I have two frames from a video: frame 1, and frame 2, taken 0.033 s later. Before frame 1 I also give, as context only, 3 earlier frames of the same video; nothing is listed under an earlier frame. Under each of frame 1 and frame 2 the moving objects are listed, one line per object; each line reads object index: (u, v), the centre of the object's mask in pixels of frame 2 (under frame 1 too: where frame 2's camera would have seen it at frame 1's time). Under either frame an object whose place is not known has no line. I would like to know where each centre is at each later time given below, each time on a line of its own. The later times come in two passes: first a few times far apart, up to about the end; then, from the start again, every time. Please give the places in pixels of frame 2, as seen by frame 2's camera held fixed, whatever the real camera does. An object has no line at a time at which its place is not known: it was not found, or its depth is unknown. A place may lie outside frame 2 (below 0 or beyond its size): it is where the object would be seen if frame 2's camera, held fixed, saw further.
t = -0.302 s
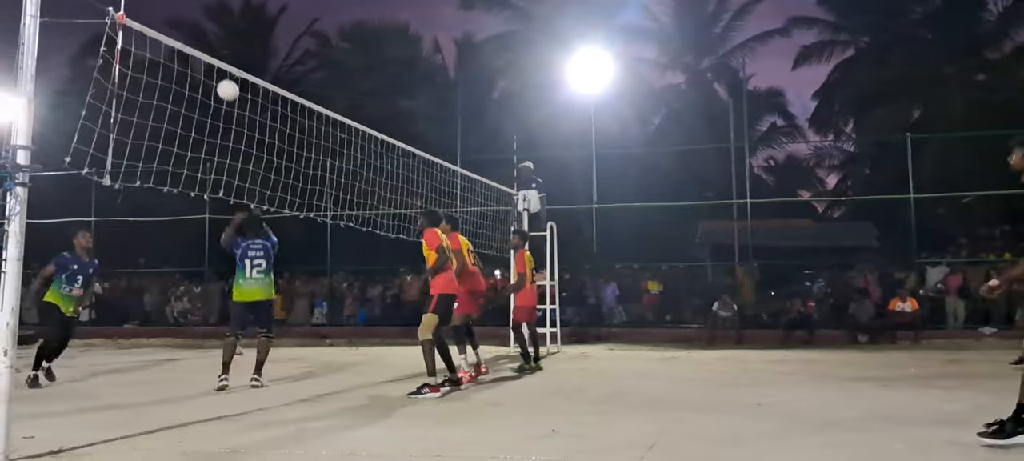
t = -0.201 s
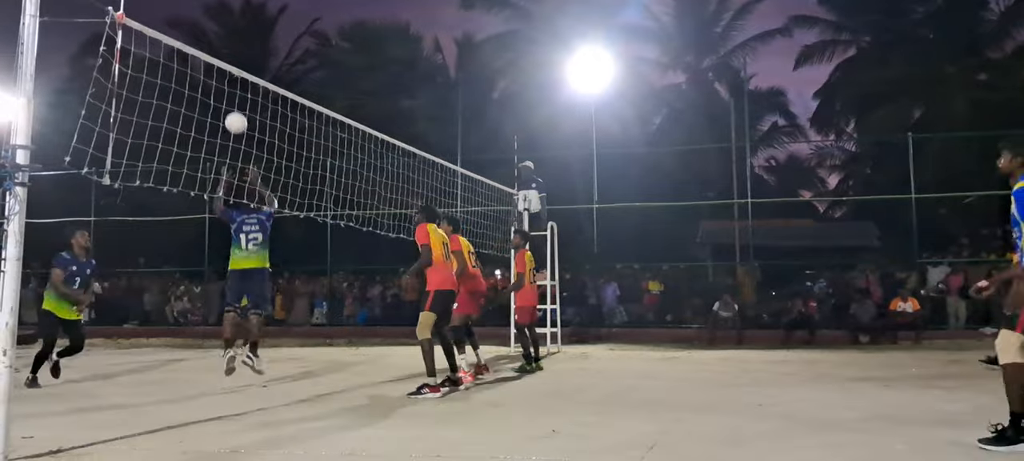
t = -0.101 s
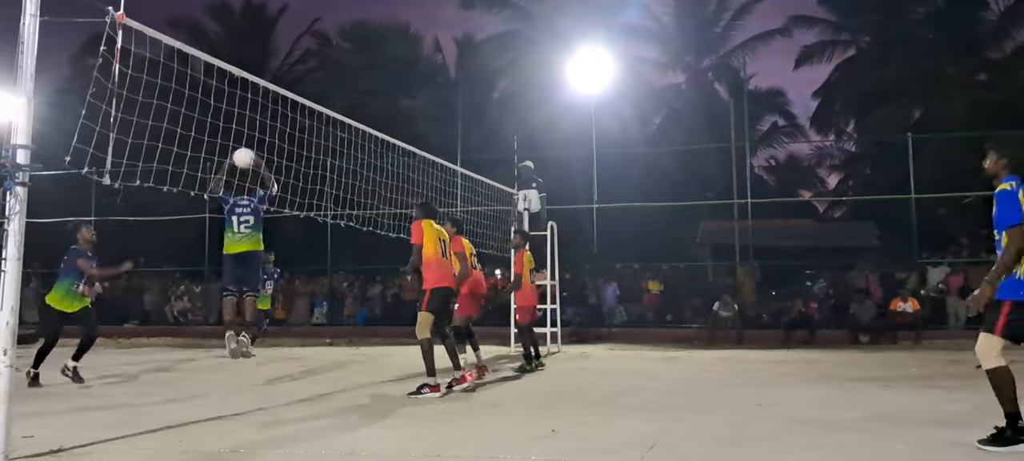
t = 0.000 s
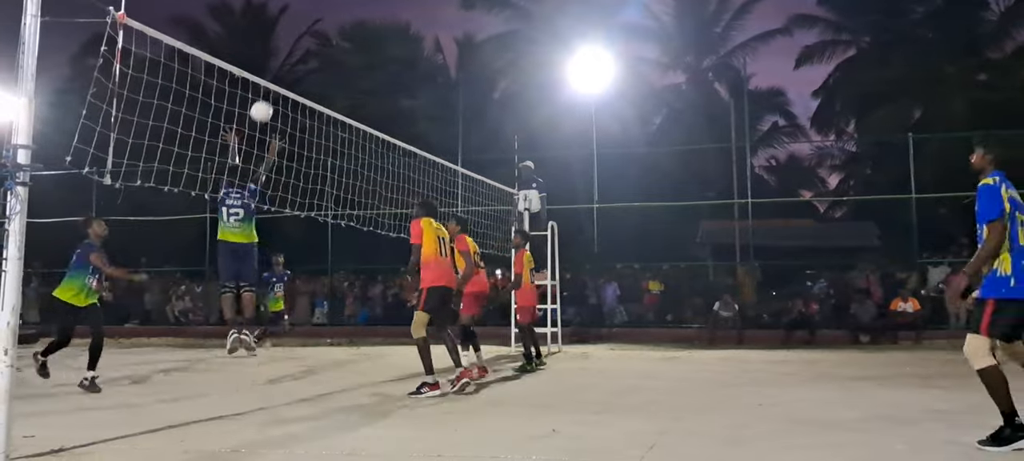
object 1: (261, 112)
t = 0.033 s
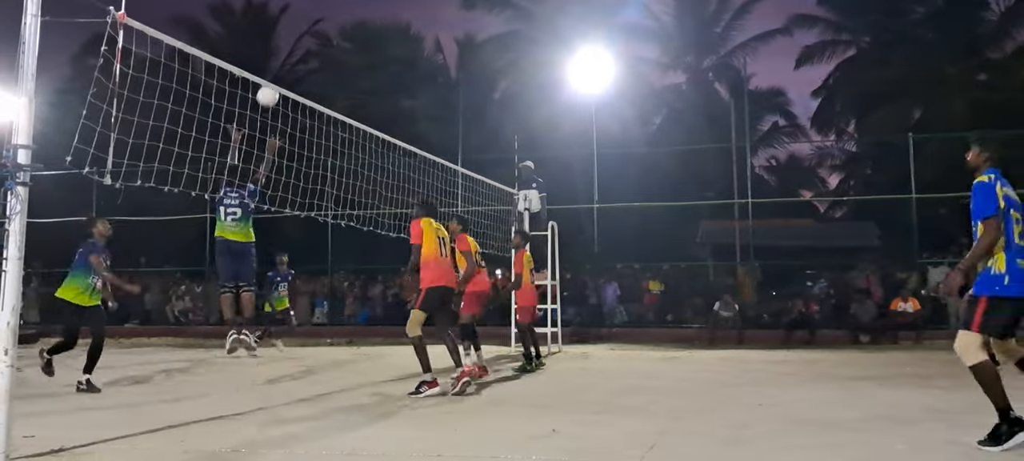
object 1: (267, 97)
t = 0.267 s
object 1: (306, 24)
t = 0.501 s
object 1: (337, 6)
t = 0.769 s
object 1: (367, 33)
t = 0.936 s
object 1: (383, 75)
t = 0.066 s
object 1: (274, 81)
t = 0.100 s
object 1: (279, 69)
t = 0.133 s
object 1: (285, 58)
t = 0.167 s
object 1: (290, 48)
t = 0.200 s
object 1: (296, 39)
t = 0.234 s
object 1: (301, 31)
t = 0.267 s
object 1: (306, 24)
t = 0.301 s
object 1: (311, 18)
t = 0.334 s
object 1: (315, 13)
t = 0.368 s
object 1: (320, 9)
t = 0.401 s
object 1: (324, 8)
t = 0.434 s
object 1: (328, 6)
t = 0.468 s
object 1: (333, 6)
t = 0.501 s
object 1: (337, 6)
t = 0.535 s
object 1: (341, 6)
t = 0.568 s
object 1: (345, 7)
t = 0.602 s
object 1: (349, 9)
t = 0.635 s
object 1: (353, 12)
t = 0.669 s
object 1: (356, 16)
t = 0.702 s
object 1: (360, 21)
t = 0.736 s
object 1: (363, 27)
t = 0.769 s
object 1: (367, 33)
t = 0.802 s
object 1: (370, 40)
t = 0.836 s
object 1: (374, 48)
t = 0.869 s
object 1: (376, 56)
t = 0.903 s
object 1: (380, 65)
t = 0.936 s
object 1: (383, 75)
